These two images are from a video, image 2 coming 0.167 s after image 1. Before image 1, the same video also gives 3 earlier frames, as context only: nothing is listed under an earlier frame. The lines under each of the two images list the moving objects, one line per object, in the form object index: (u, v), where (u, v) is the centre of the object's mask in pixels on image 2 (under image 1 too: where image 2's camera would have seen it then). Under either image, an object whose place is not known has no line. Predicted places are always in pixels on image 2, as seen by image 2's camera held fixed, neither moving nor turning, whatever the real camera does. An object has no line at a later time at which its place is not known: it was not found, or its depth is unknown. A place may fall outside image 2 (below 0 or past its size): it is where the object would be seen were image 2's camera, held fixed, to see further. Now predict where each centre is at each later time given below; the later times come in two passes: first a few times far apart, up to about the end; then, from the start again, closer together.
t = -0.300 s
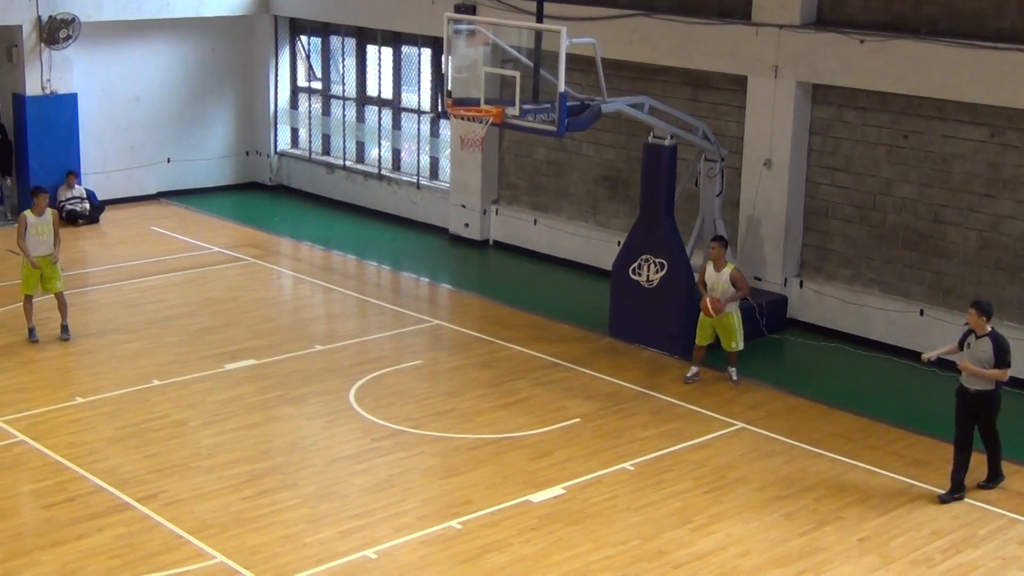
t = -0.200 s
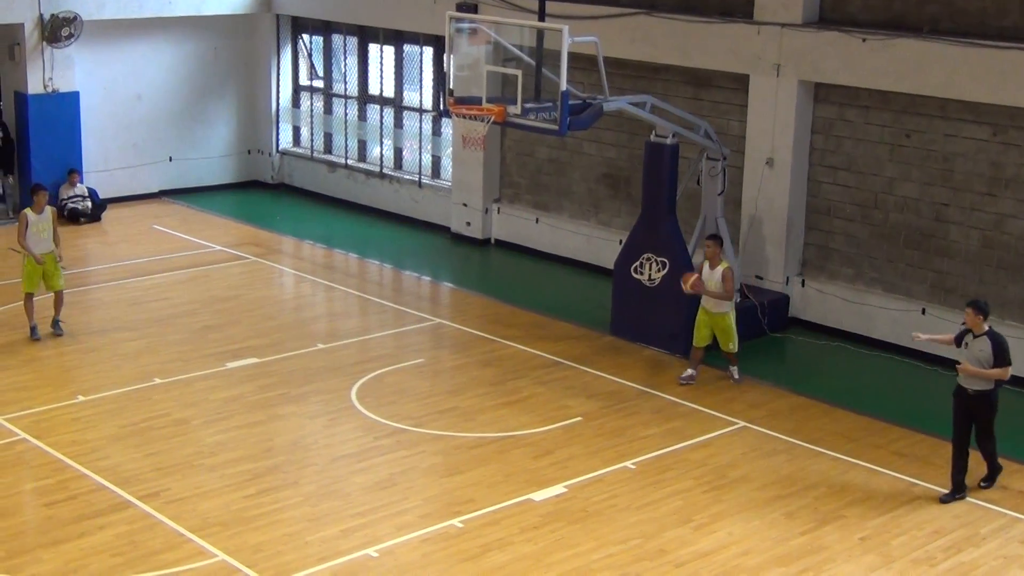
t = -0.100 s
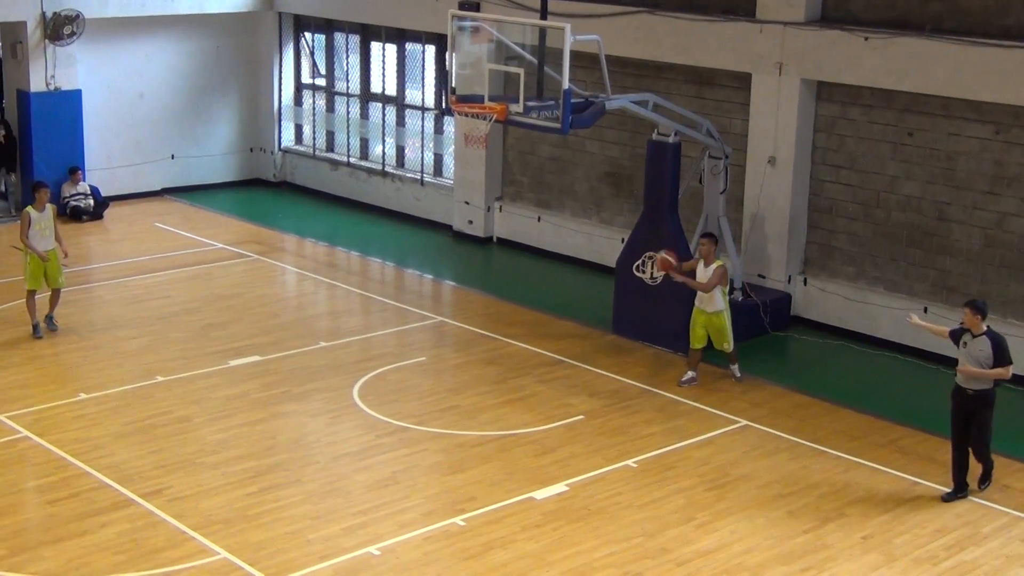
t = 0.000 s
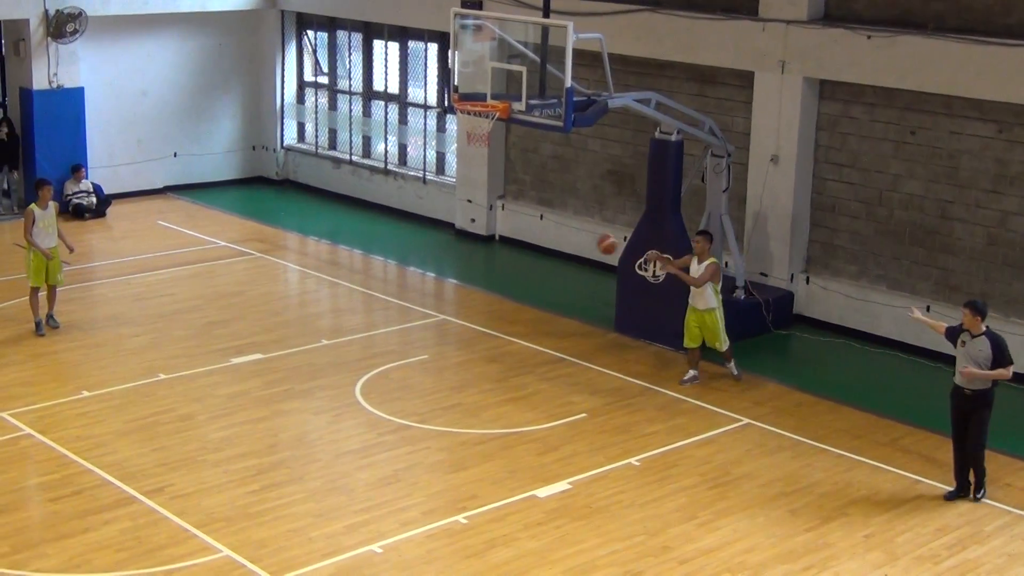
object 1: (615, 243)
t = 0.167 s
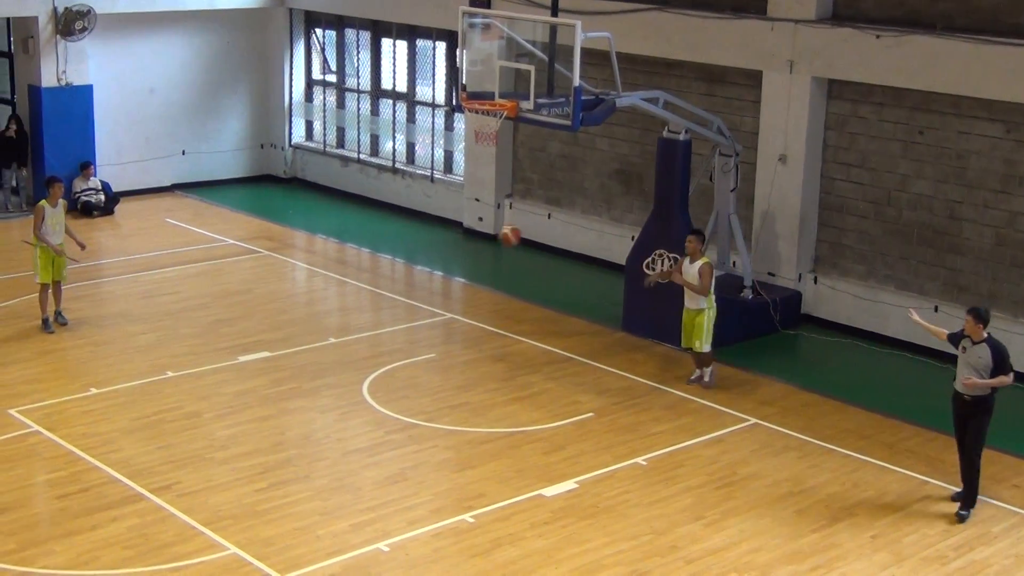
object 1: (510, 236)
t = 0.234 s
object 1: (469, 238)
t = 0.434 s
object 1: (347, 272)
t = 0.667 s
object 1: (216, 344)
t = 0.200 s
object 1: (490, 237)
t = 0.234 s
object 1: (469, 238)
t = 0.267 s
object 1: (448, 242)
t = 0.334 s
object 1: (407, 251)
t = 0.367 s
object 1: (387, 257)
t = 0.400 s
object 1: (367, 264)
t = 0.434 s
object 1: (347, 272)
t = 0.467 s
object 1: (327, 281)
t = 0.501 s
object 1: (307, 290)
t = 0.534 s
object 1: (288, 301)
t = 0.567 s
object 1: (269, 312)
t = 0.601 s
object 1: (250, 325)
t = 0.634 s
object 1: (231, 338)
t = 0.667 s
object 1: (216, 344)
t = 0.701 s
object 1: (206, 330)
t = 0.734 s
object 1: (196, 319)
